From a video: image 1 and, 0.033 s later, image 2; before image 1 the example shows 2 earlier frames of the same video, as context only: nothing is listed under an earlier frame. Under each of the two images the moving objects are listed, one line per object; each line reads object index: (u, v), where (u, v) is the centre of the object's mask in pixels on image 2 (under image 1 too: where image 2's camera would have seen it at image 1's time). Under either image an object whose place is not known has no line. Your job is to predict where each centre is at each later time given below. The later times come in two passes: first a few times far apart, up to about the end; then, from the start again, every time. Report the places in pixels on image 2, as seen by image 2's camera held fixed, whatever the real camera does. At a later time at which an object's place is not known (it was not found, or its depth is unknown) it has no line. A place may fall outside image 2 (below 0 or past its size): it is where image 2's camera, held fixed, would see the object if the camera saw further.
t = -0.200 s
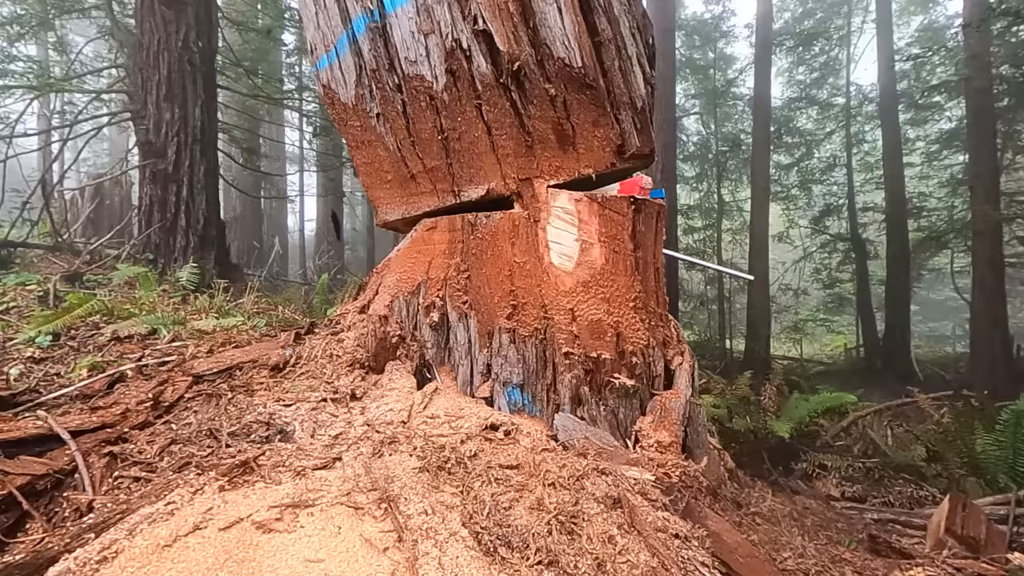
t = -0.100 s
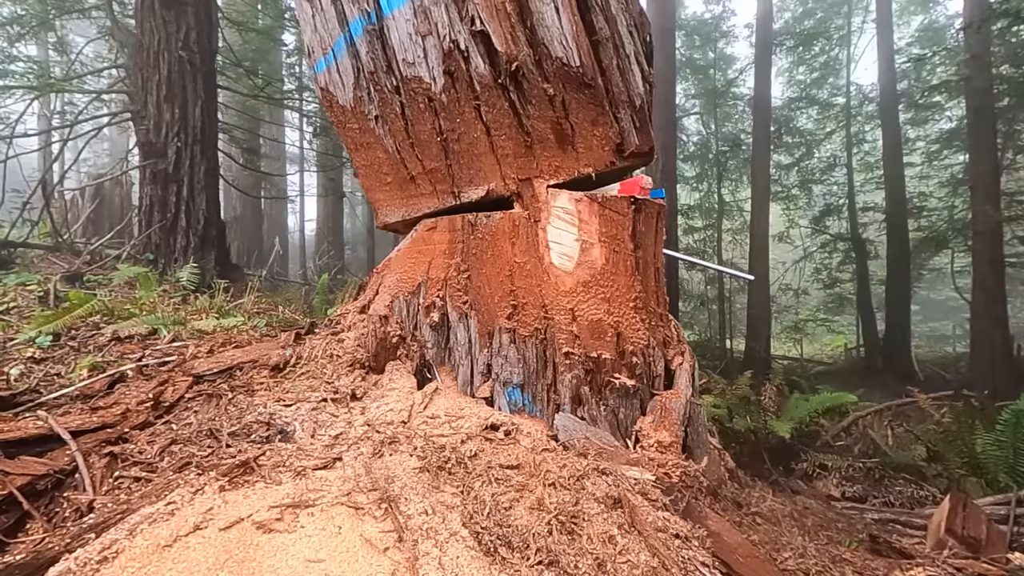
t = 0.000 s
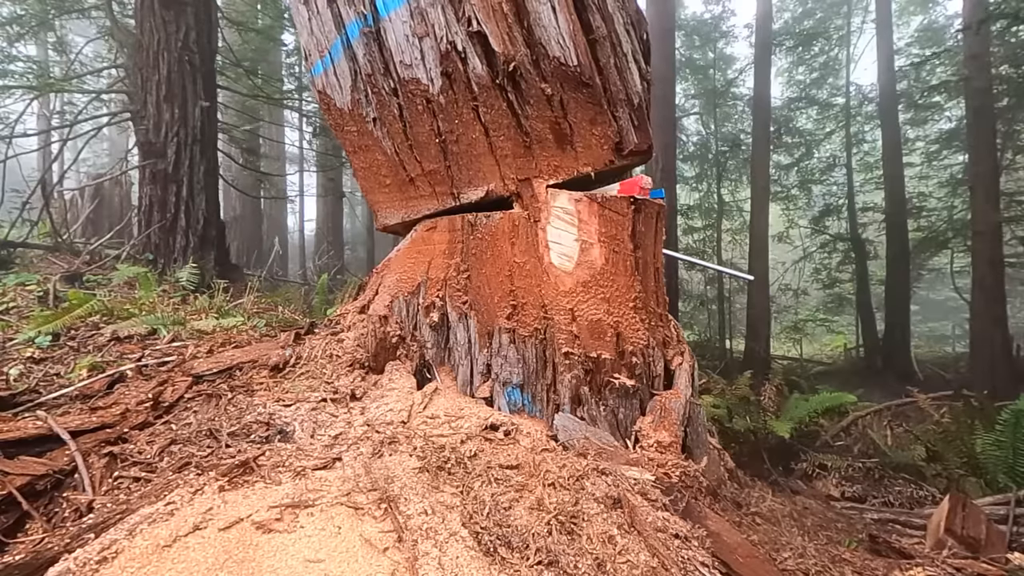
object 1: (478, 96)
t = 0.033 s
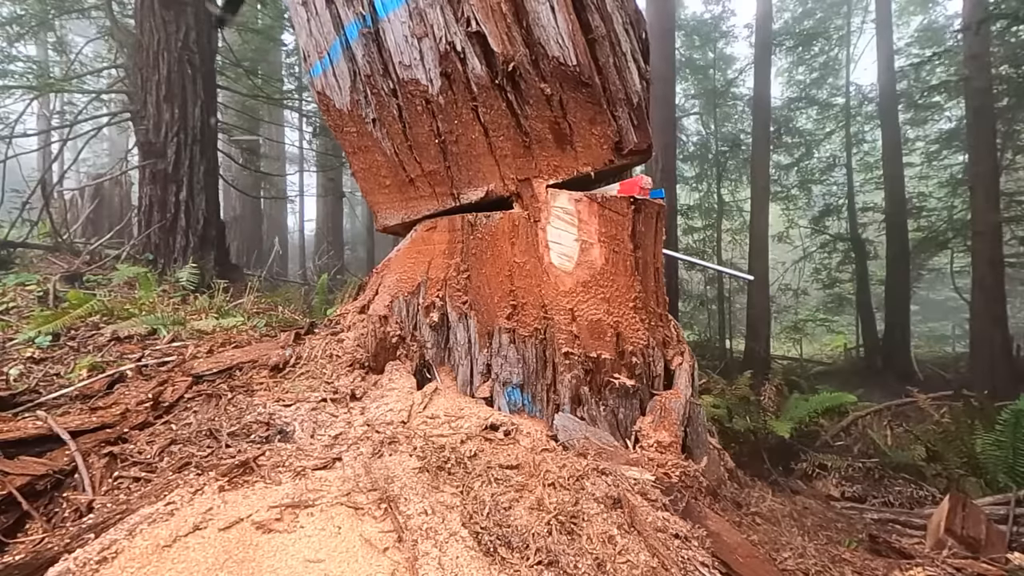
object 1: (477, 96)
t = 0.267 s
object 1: (470, 97)
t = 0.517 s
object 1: (458, 95)
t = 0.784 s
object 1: (446, 93)
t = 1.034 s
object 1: (432, 92)
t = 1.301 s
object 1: (414, 91)
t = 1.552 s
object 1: (395, 92)
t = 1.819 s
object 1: (363, 92)
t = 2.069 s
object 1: (304, 100)
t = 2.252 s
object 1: (251, 123)
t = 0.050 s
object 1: (476, 96)
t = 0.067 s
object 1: (475, 96)
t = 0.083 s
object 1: (475, 96)
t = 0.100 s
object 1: (474, 96)
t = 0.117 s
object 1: (473, 96)
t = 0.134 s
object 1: (472, 95)
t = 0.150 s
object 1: (472, 96)
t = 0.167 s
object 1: (472, 96)
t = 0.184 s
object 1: (473, 97)
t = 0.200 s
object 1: (472, 96)
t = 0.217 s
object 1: (471, 97)
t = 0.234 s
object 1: (471, 97)
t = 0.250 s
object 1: (470, 97)
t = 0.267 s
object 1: (470, 97)
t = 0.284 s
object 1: (469, 97)
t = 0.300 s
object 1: (469, 97)
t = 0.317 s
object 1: (468, 97)
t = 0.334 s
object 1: (468, 97)
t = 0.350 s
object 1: (465, 95)
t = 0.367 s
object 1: (465, 95)
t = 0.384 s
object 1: (467, 97)
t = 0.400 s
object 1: (463, 95)
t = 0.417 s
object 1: (463, 95)
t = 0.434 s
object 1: (462, 95)
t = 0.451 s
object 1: (461, 95)
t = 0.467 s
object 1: (460, 95)
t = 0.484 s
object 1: (460, 95)
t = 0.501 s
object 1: (459, 95)
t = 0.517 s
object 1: (458, 95)
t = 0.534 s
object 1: (457, 95)
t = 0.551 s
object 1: (457, 95)
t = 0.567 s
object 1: (456, 94)
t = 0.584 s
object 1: (455, 94)
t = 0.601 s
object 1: (455, 94)
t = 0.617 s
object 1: (454, 94)
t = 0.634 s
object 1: (454, 94)
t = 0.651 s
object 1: (453, 94)
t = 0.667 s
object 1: (452, 94)
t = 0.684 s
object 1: (451, 94)
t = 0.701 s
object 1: (451, 94)
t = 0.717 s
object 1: (450, 93)
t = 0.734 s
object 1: (449, 93)
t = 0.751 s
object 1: (448, 93)
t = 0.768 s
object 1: (447, 93)
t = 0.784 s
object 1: (446, 93)
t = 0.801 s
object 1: (446, 93)
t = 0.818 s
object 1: (444, 93)
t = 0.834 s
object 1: (443, 93)
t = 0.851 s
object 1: (443, 93)
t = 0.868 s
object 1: (442, 93)
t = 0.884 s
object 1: (441, 93)
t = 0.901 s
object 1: (440, 93)
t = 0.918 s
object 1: (439, 92)
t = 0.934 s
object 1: (438, 92)
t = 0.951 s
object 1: (437, 92)
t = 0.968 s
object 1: (436, 92)
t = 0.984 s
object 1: (435, 92)
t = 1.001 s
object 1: (434, 92)
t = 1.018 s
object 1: (434, 92)
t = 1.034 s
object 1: (432, 92)
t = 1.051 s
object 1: (431, 92)
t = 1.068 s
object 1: (430, 92)
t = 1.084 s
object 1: (429, 92)
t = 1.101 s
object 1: (428, 92)
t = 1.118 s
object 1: (427, 92)
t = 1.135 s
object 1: (426, 92)
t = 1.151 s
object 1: (424, 92)
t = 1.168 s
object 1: (423, 92)
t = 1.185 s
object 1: (422, 91)
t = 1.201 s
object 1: (421, 91)
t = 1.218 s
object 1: (420, 91)
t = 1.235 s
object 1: (419, 91)
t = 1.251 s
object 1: (417, 91)
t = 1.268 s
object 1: (416, 91)
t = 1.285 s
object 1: (415, 91)
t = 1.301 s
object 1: (414, 91)
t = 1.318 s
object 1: (413, 91)
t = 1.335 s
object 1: (412, 91)
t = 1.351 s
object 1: (411, 91)
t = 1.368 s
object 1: (409, 91)
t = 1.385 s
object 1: (408, 91)
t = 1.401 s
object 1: (407, 91)
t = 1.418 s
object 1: (405, 91)
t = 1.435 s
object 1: (405, 91)
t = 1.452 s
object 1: (404, 91)
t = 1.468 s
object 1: (402, 91)
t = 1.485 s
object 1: (401, 92)
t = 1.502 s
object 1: (400, 92)
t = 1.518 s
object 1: (398, 92)
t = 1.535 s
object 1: (397, 92)
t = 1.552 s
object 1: (395, 92)
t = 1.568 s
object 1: (393, 92)
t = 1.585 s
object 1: (392, 92)
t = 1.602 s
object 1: (390, 92)
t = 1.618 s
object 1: (388, 92)
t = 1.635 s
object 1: (387, 92)
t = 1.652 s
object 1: (385, 92)
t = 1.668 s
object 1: (384, 92)
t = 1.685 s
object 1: (382, 92)
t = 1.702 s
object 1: (380, 92)
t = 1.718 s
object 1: (378, 92)
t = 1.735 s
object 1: (376, 92)
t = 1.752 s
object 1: (373, 92)
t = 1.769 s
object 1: (371, 92)
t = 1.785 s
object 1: (368, 92)
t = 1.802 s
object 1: (366, 92)
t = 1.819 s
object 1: (363, 92)
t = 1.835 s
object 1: (357, 93)
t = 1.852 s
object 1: (355, 93)
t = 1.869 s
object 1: (356, 93)
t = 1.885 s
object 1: (351, 93)
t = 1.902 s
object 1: (349, 94)
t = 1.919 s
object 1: (346, 94)
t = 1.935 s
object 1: (342, 95)
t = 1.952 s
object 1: (338, 95)
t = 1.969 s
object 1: (333, 95)
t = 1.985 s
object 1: (329, 96)
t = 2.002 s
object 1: (324, 96)
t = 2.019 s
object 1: (320, 97)
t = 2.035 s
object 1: (315, 97)
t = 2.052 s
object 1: (310, 98)
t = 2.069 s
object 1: (304, 100)
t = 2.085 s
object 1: (302, 100)
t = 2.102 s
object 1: (297, 101)
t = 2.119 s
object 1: (292, 102)
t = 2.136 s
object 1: (287, 104)
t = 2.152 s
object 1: (281, 104)
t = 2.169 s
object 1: (276, 106)
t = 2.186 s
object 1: (272, 110)
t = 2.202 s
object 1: (266, 113)
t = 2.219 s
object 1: (261, 116)
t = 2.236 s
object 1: (256, 120)
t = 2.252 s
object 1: (251, 123)
